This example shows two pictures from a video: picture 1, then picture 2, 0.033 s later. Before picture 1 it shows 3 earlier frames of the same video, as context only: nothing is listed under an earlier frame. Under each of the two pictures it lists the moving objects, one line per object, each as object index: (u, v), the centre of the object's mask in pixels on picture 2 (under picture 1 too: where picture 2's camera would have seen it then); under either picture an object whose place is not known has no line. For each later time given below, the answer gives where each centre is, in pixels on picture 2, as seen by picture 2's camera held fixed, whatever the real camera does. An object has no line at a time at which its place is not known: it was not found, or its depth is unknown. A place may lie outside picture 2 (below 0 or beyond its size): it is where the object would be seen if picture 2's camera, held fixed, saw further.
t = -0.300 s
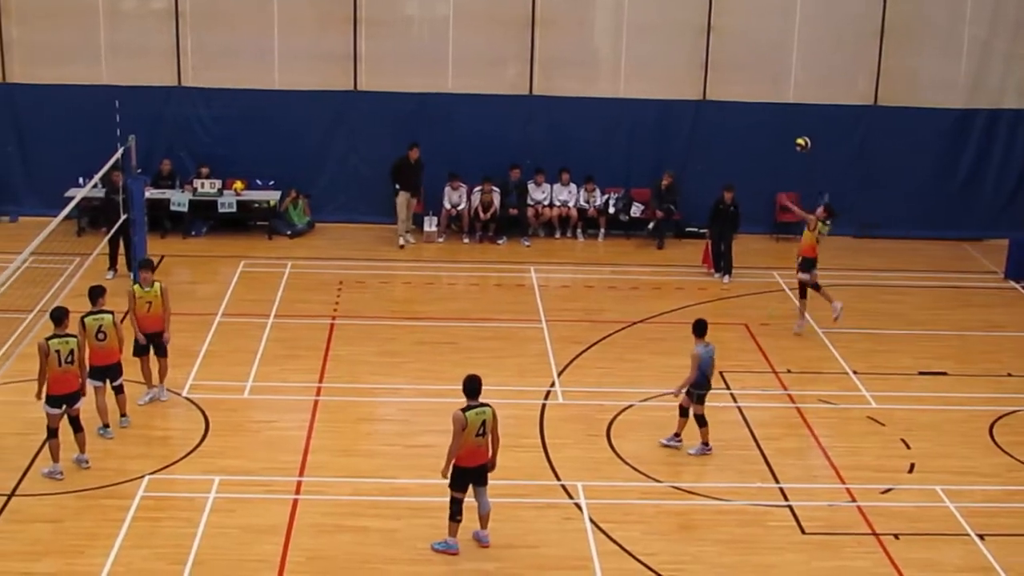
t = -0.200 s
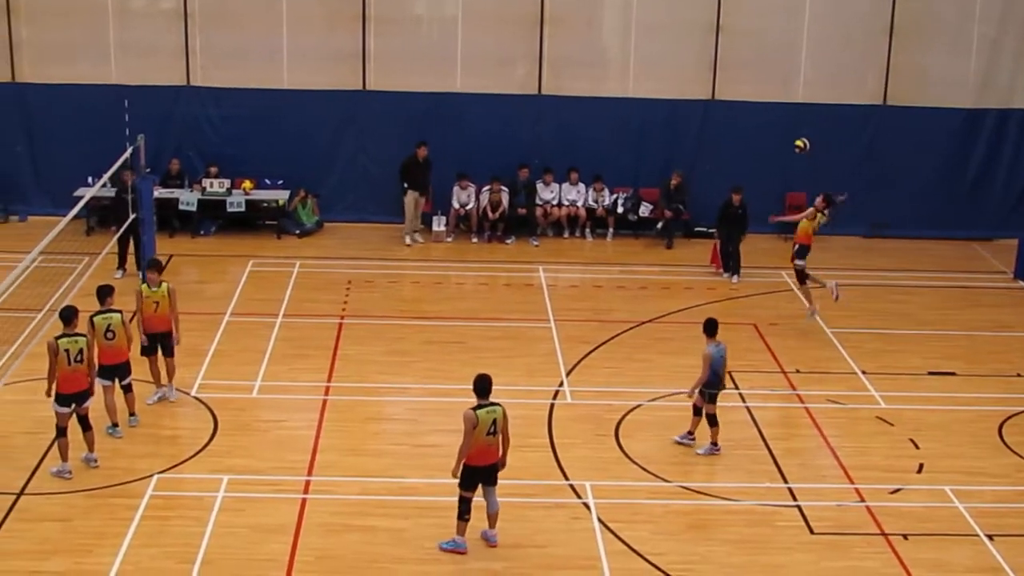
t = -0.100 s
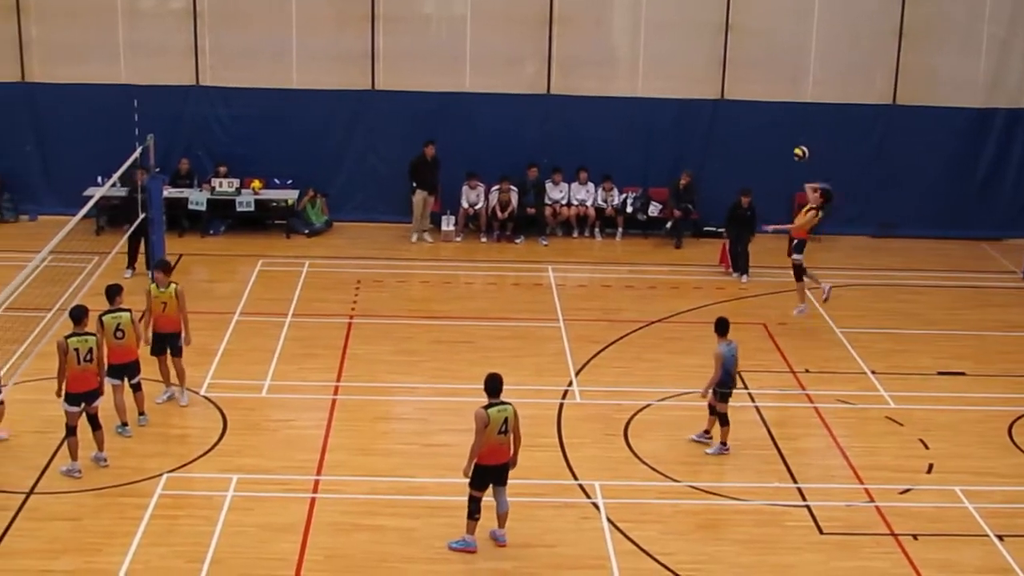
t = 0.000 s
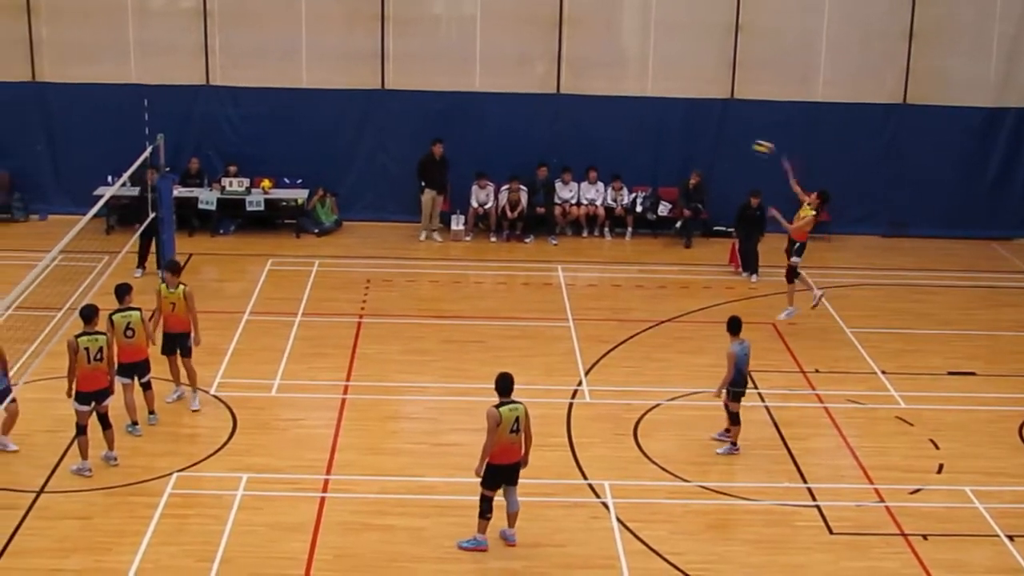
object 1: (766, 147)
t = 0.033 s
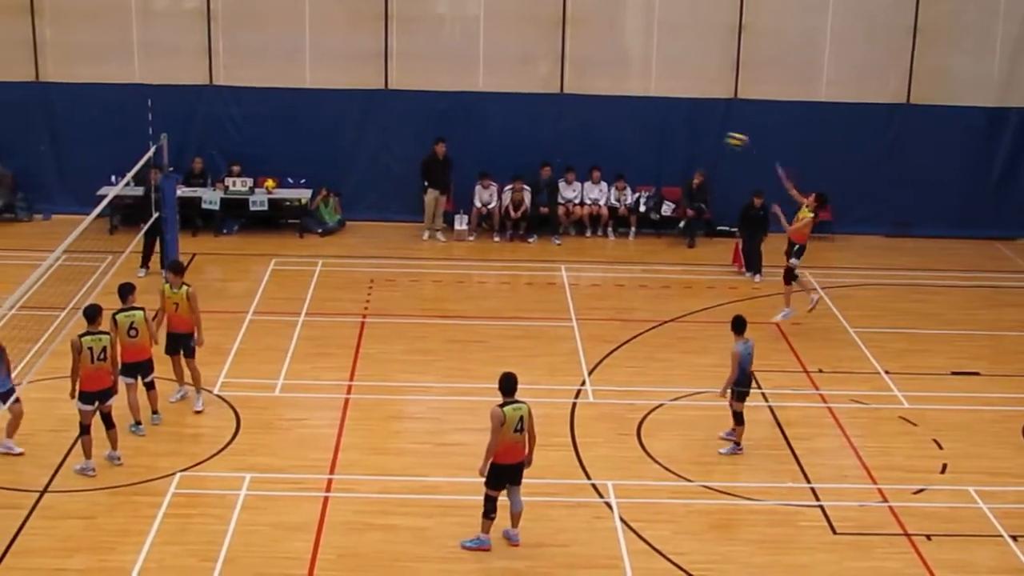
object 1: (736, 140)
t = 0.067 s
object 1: (706, 133)
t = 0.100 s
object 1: (675, 126)
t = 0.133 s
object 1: (644, 121)
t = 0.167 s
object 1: (613, 117)
